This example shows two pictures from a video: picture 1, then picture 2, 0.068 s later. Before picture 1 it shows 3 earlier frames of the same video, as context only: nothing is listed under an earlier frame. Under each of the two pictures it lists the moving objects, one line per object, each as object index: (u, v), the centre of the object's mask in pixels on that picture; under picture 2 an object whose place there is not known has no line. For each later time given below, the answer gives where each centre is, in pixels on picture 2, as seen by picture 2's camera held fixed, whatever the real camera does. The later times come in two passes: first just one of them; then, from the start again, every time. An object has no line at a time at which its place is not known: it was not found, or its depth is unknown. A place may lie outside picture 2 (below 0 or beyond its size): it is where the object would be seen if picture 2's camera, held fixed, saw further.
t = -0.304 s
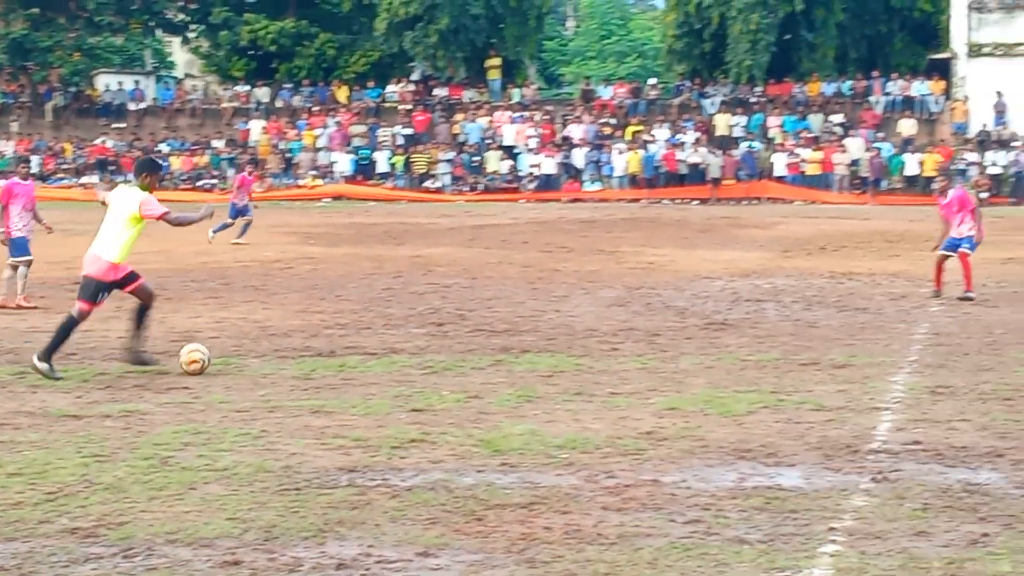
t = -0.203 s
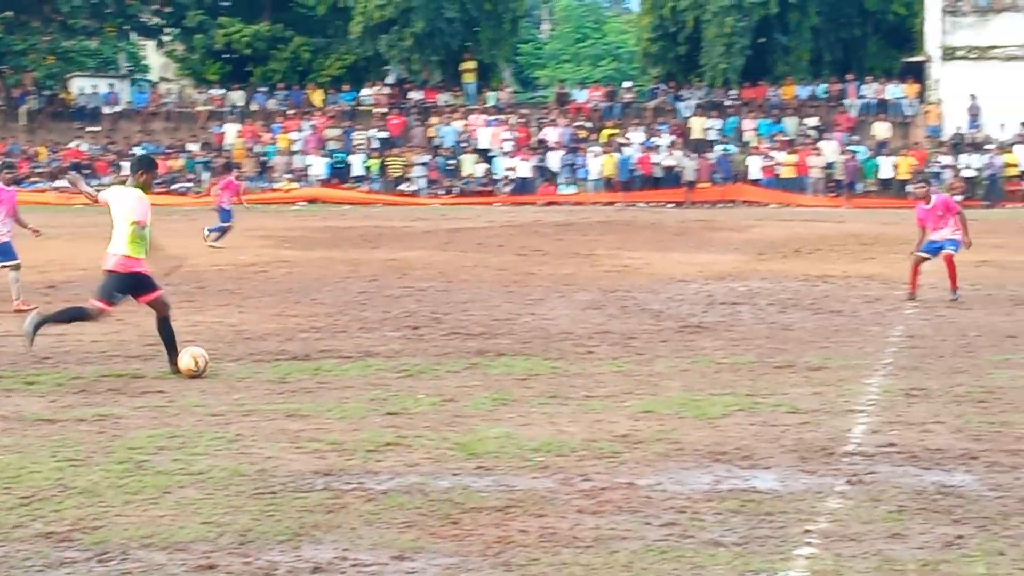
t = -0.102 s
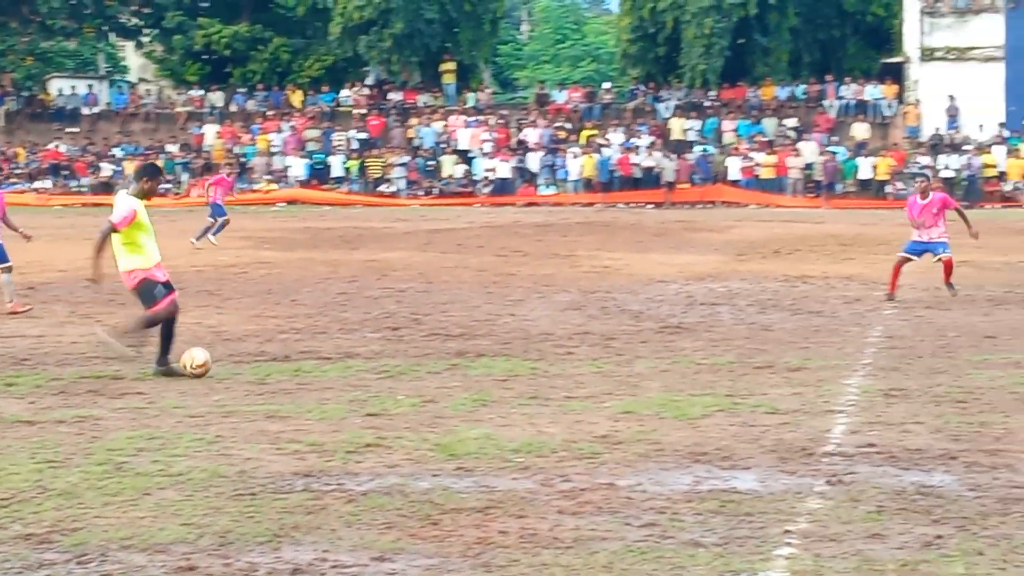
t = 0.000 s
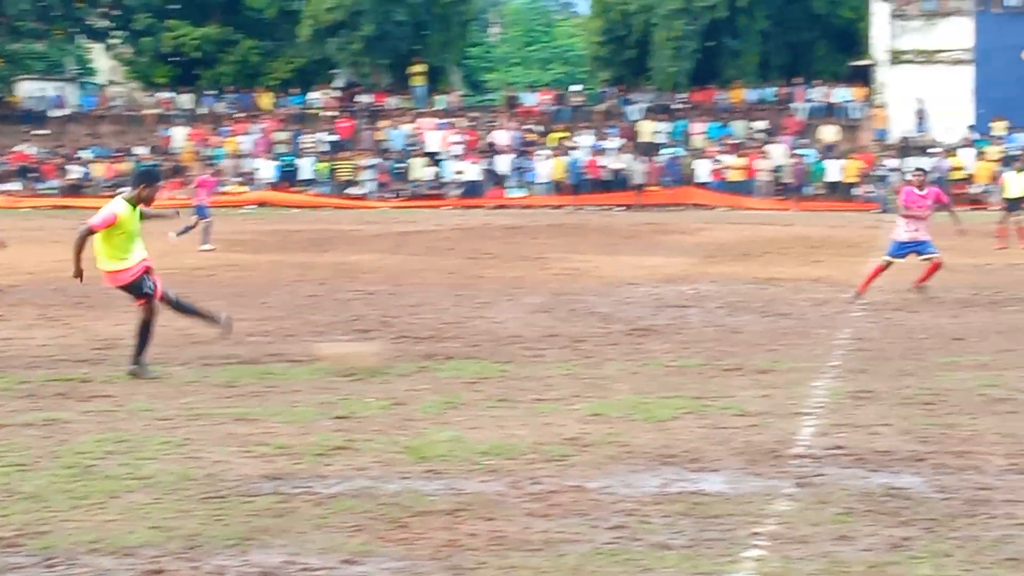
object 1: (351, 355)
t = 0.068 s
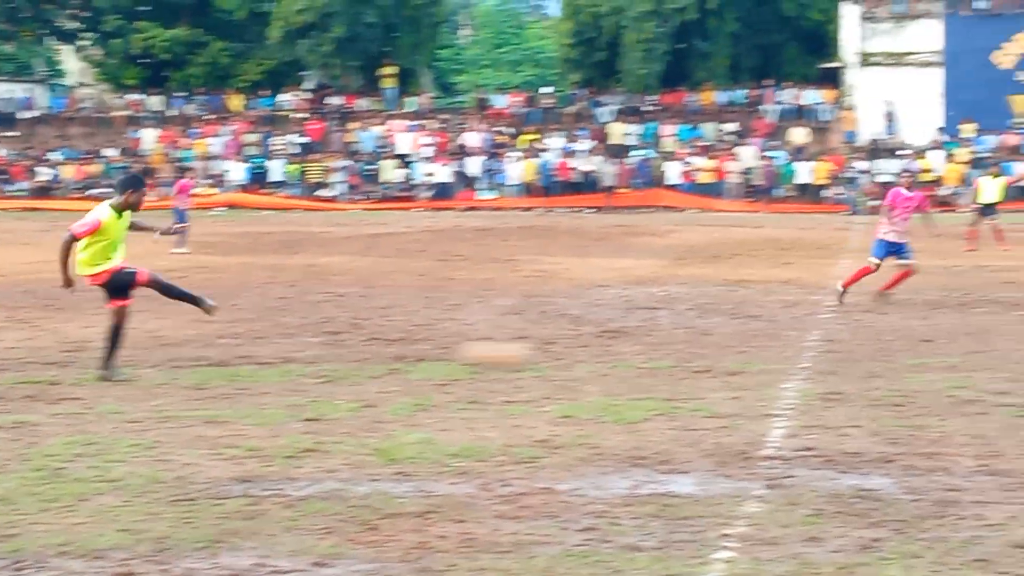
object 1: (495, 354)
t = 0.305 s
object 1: (986, 341)
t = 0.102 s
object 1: (572, 351)
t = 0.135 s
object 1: (647, 346)
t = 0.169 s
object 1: (720, 343)
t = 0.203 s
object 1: (790, 341)
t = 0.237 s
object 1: (859, 341)
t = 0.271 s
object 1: (926, 344)
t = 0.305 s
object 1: (986, 341)
